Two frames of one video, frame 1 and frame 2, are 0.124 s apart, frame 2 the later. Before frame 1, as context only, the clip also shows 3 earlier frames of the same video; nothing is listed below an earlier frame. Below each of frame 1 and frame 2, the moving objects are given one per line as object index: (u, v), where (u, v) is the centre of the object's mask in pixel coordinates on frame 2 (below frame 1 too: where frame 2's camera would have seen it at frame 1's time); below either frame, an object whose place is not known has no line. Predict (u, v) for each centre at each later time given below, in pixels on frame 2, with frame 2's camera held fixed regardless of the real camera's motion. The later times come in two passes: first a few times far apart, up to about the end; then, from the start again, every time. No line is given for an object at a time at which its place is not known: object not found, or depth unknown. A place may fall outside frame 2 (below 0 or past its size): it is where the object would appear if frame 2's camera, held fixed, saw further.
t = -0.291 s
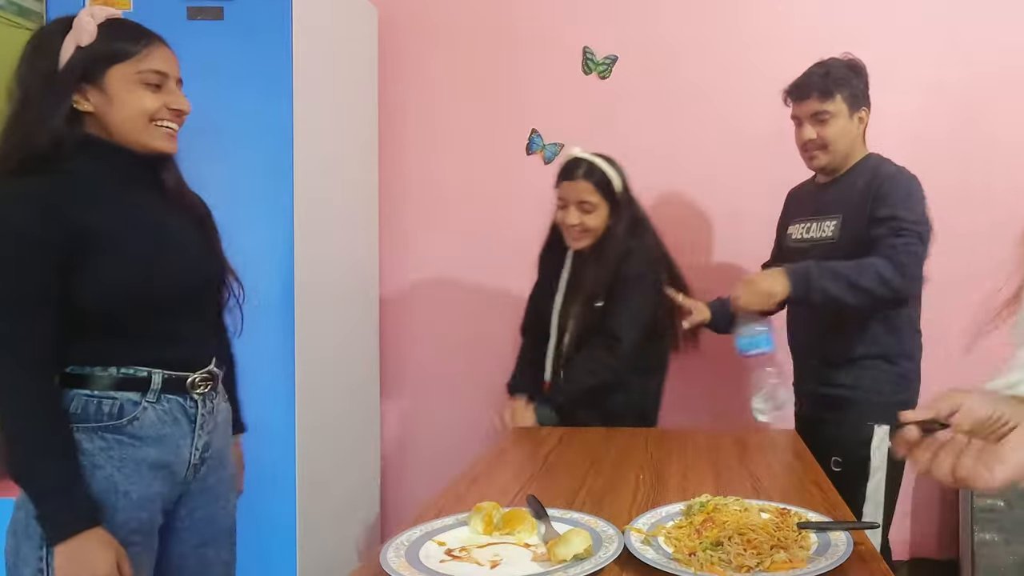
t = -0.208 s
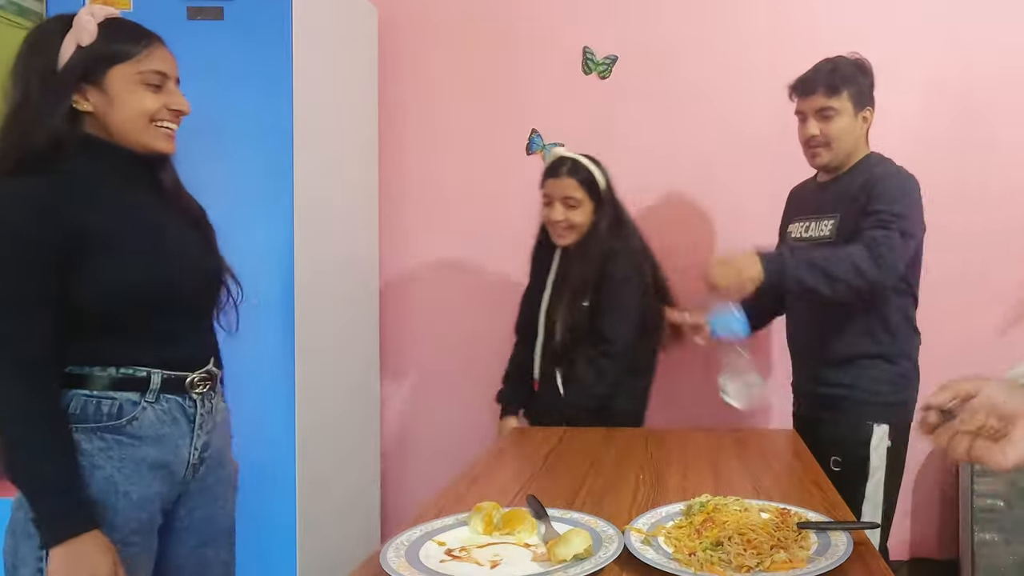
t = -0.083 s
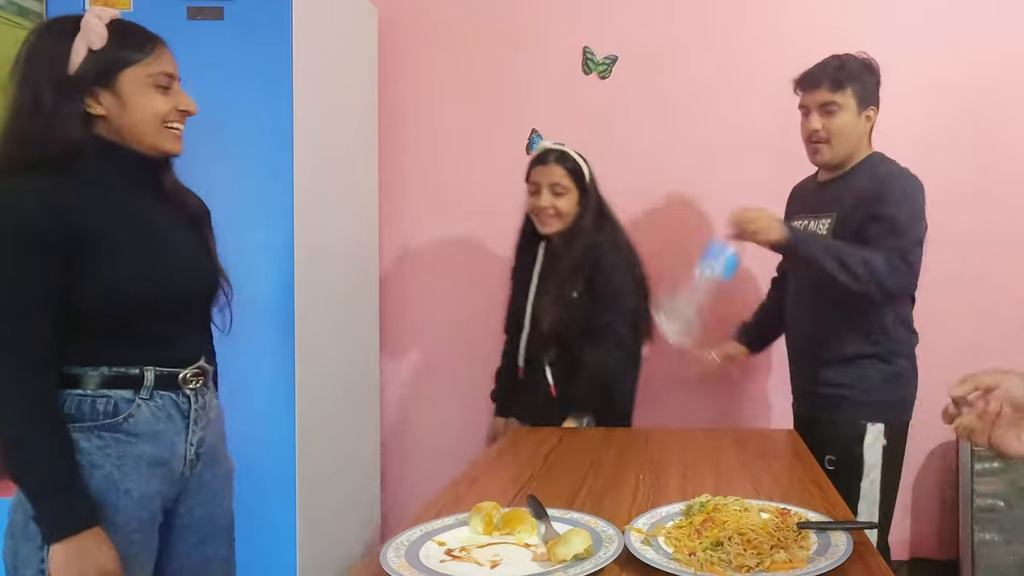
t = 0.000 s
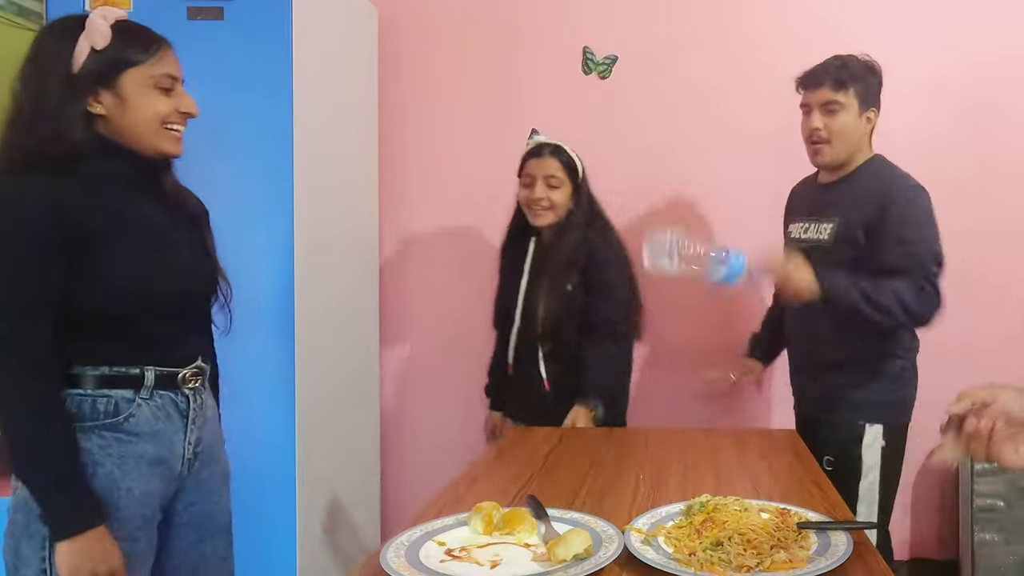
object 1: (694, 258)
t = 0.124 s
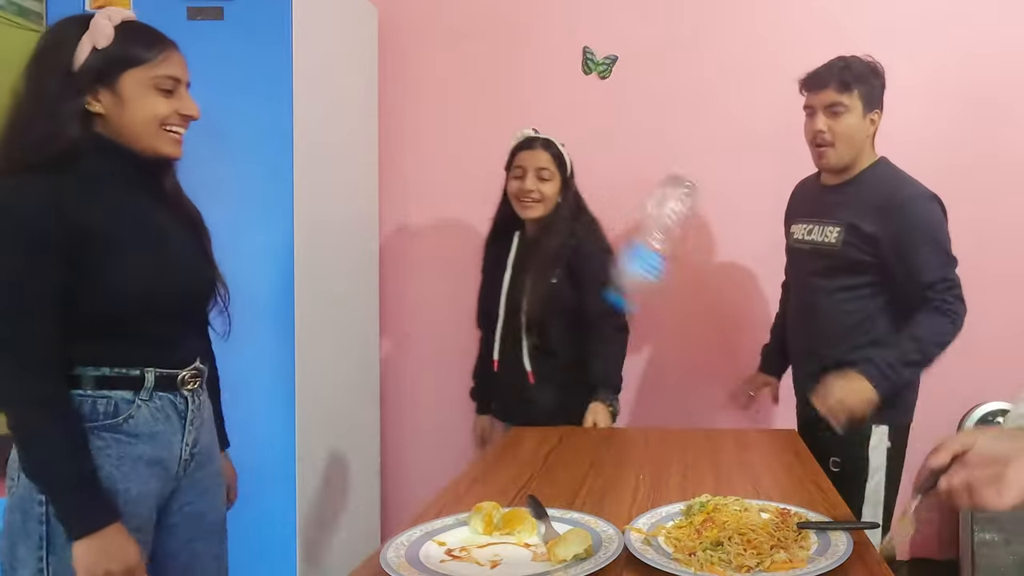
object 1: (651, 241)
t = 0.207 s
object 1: (636, 219)
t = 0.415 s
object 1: (679, 388)
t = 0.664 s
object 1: (693, 390)
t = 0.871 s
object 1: (695, 391)
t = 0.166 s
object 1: (635, 229)
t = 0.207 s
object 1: (636, 219)
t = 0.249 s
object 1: (648, 227)
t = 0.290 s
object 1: (657, 249)
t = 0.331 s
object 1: (667, 286)
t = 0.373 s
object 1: (674, 340)
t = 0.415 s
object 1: (679, 388)
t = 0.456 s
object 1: (683, 389)
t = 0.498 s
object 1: (686, 388)
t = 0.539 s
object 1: (688, 389)
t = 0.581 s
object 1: (690, 388)
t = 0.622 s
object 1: (692, 388)
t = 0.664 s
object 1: (693, 390)
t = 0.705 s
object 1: (695, 390)
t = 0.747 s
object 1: (697, 392)
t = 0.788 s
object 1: (697, 392)
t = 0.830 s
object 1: (697, 391)
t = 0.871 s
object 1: (695, 391)
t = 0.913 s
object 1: (691, 391)
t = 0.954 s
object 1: (684, 392)
